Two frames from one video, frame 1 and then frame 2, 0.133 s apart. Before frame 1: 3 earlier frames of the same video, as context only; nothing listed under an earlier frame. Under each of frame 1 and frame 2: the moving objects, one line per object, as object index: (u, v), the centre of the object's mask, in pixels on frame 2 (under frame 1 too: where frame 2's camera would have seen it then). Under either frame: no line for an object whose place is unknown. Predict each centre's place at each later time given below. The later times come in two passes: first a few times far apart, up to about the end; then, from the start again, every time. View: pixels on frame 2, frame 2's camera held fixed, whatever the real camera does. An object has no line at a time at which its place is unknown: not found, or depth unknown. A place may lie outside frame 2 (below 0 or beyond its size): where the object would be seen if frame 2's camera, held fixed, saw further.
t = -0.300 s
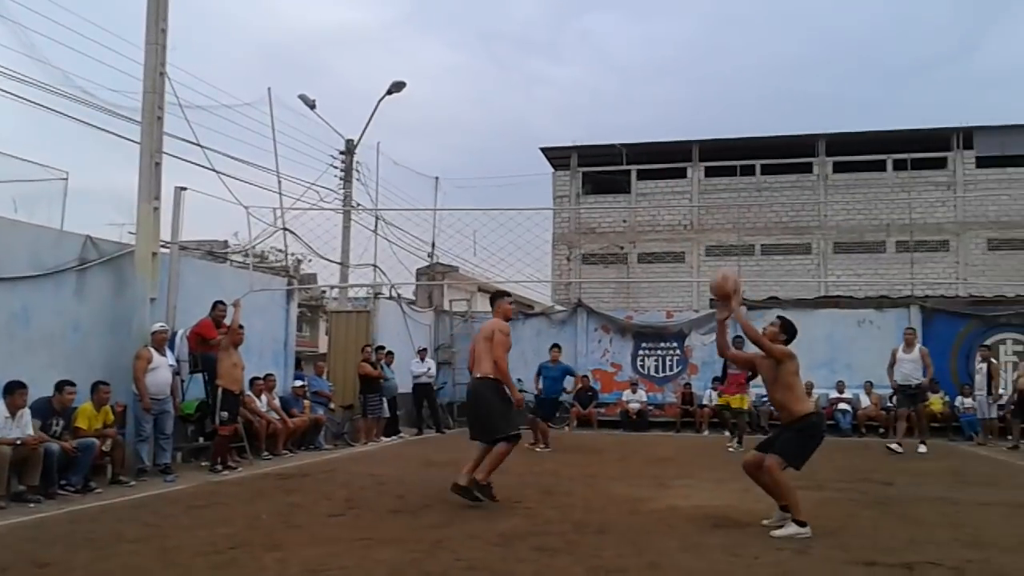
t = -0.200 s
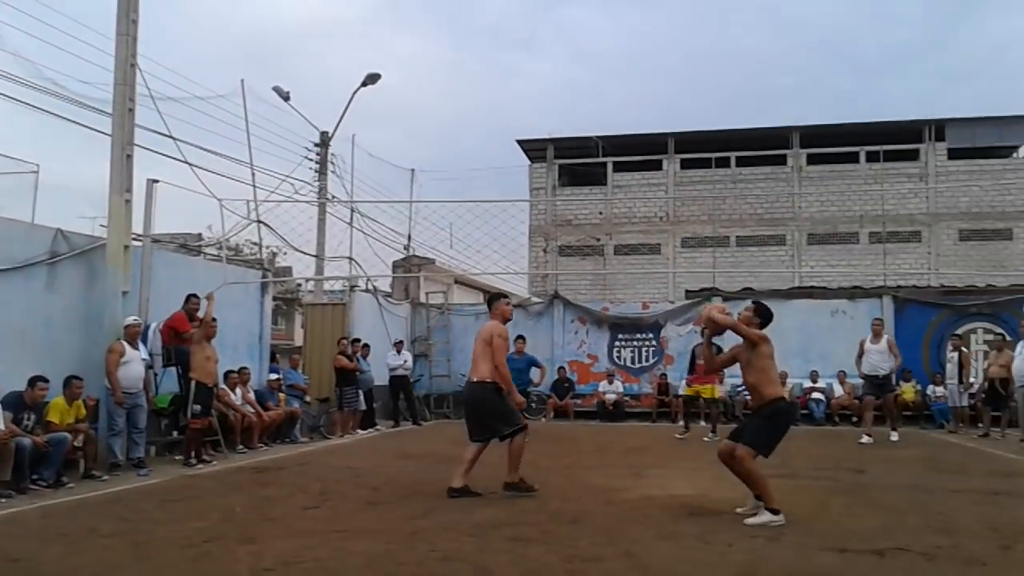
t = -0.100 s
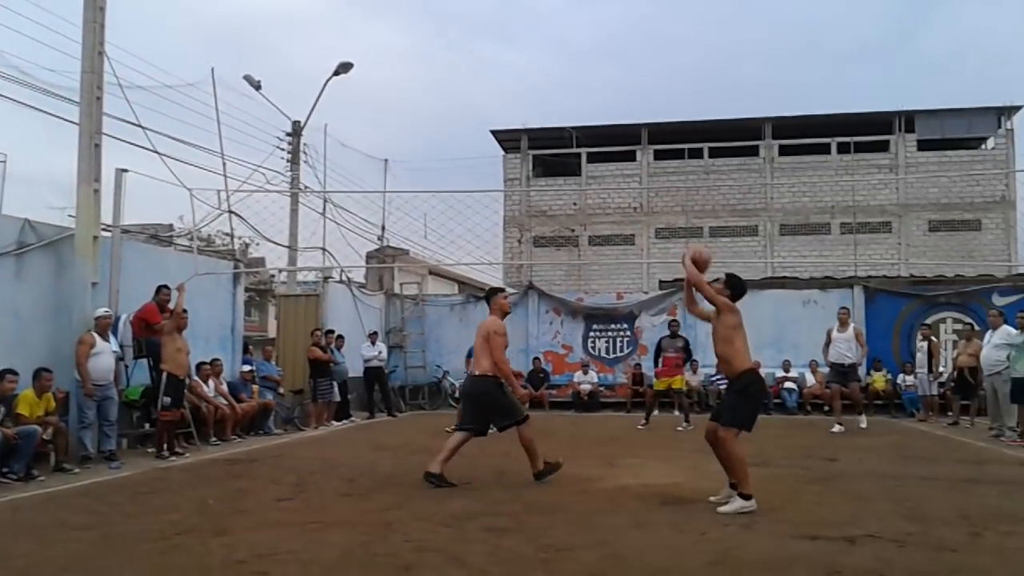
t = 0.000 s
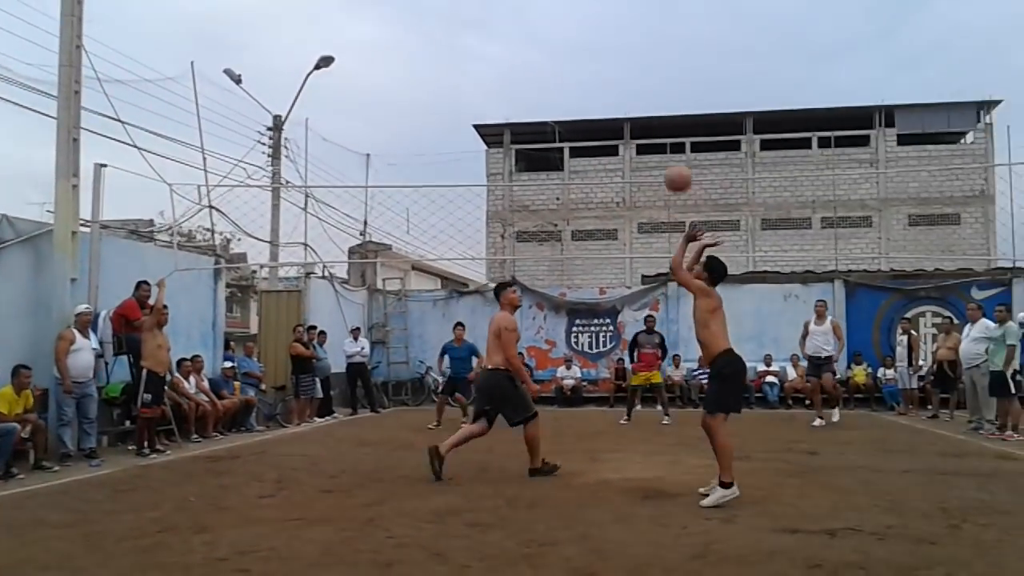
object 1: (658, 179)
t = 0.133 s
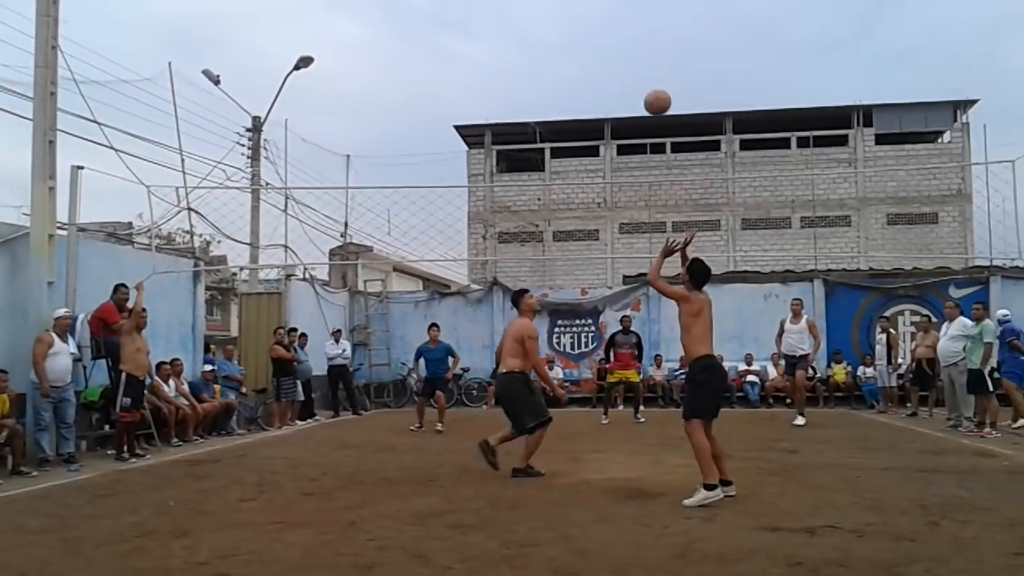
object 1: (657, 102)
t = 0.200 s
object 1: (657, 74)
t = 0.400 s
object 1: (657, 21)
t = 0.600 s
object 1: (655, 18)
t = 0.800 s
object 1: (656, 53)
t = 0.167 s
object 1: (657, 88)
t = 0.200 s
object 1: (657, 74)
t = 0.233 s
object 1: (657, 62)
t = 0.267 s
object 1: (656, 50)
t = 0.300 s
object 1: (655, 41)
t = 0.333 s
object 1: (656, 32)
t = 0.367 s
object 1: (657, 26)
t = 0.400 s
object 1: (657, 21)
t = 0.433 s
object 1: (657, 19)
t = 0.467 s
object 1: (655, 17)
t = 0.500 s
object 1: (654, 15)
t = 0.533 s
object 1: (654, 15)
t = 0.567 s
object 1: (654, 16)
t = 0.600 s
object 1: (655, 18)
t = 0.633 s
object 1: (655, 21)
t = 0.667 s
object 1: (656, 25)
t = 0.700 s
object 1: (655, 30)
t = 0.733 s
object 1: (655, 37)
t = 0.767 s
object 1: (655, 45)
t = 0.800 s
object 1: (656, 53)
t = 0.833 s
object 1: (655, 63)
